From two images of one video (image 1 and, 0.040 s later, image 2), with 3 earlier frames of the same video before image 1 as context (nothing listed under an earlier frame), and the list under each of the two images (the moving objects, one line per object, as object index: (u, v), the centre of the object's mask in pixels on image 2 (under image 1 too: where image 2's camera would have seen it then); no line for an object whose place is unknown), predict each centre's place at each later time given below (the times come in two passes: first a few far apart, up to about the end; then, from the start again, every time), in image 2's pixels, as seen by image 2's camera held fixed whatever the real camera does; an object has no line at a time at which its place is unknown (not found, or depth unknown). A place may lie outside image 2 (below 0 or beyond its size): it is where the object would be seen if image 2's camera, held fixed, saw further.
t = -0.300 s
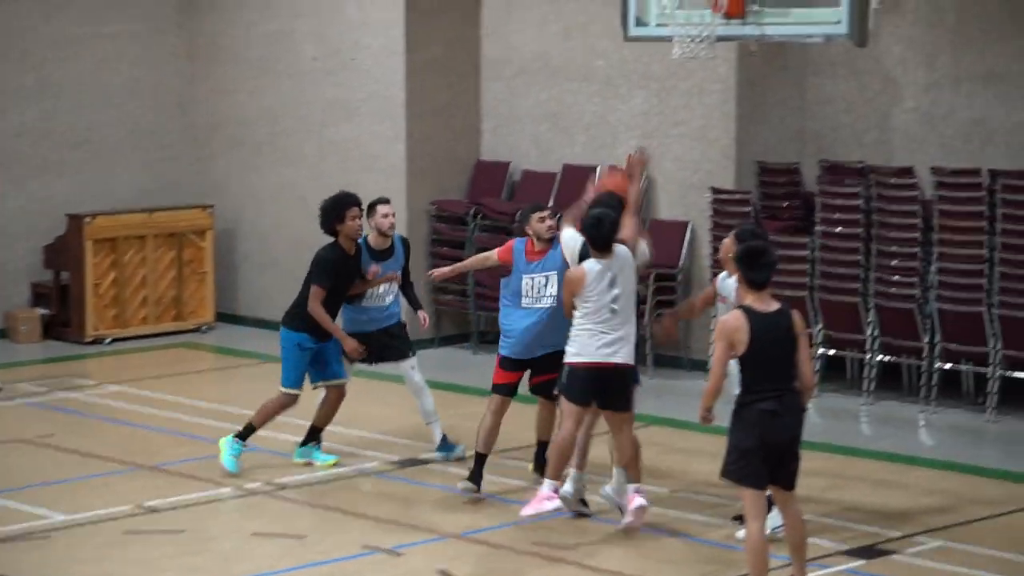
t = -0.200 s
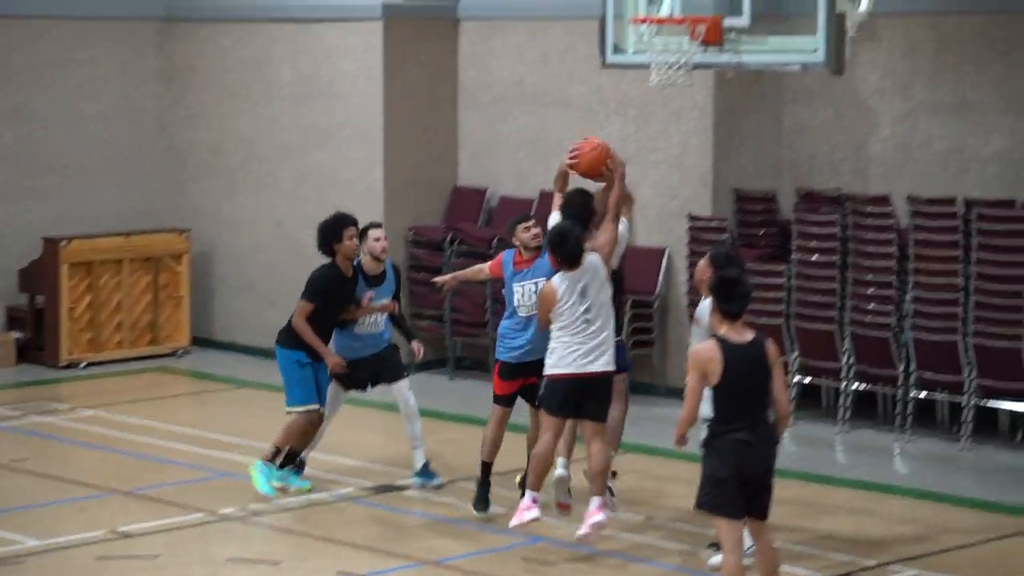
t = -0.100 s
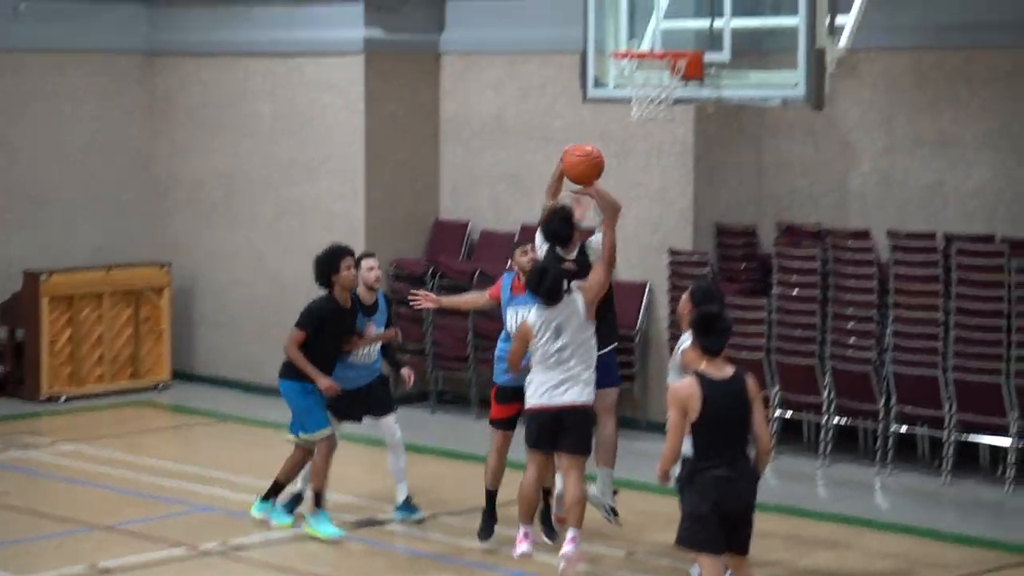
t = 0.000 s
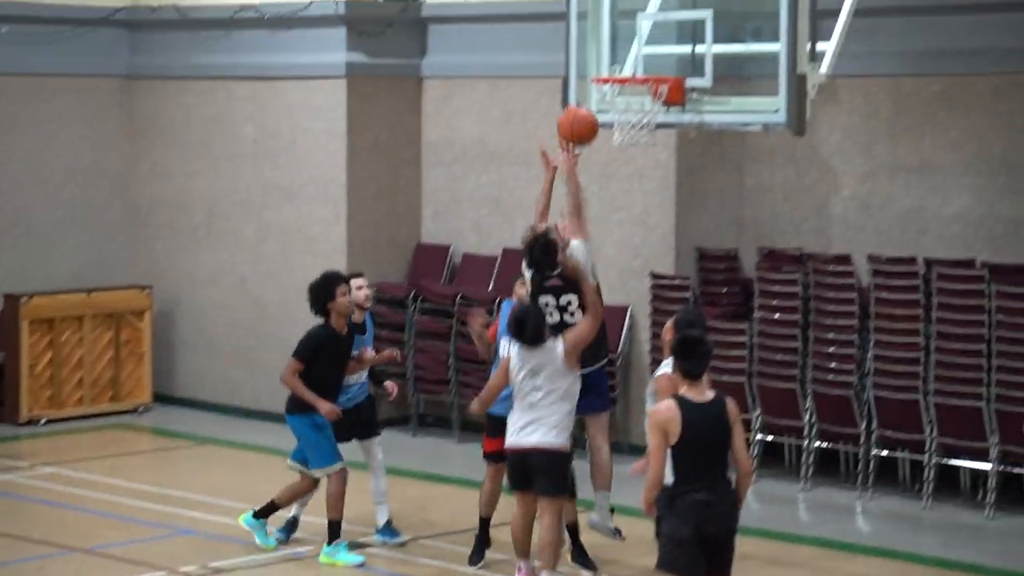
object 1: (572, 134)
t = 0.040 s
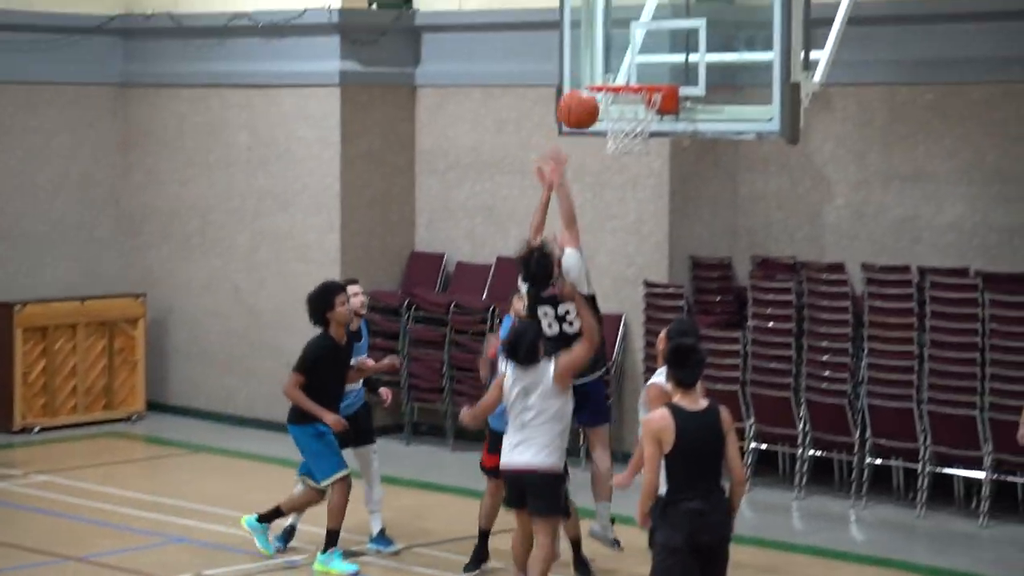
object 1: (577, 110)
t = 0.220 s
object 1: (606, 35)
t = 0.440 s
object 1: (639, 21)
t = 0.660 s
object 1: (665, 56)
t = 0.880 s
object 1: (650, 42)
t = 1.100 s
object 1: (628, 86)
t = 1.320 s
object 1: (603, 128)
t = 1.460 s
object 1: (614, 147)
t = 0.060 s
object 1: (581, 100)
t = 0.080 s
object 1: (585, 89)
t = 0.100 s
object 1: (588, 79)
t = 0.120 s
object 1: (591, 71)
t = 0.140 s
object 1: (593, 62)
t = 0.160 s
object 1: (597, 54)
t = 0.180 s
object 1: (600, 47)
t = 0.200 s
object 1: (604, 41)
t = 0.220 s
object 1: (606, 35)
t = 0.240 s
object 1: (609, 31)
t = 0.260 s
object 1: (612, 26)
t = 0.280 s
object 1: (615, 23)
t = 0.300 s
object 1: (618, 21)
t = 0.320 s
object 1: (621, 19)
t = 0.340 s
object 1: (623, 17)
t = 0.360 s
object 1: (627, 16)
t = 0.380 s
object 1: (630, 16)
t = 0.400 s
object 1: (633, 17)
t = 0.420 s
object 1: (636, 18)
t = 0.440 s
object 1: (639, 21)
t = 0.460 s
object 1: (642, 23)
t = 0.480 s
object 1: (644, 26)
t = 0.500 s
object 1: (647, 31)
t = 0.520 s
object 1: (650, 36)
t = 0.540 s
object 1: (653, 40)
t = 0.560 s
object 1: (655, 47)
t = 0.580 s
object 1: (658, 52)
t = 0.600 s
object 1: (661, 60)
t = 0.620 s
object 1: (663, 66)
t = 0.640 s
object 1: (665, 62)
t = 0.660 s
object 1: (665, 56)
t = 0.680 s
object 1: (663, 52)
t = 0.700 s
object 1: (662, 48)
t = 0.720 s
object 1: (661, 46)
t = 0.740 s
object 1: (660, 43)
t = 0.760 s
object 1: (658, 41)
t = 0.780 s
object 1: (657, 40)
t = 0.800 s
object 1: (656, 39)
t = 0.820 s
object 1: (655, 38)
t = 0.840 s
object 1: (653, 39)
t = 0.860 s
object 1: (652, 40)
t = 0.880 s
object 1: (650, 42)
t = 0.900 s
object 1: (649, 44)
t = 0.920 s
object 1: (648, 48)
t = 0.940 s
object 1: (647, 51)
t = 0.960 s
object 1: (646, 56)
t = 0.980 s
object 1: (644, 62)
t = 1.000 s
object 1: (643, 67)
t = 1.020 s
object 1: (642, 71)
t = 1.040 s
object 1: (640, 74)
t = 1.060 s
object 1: (635, 79)
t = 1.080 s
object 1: (632, 82)
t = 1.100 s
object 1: (628, 86)
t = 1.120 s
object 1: (624, 91)
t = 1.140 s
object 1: (621, 96)
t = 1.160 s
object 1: (617, 102)
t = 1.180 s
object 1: (613, 107)
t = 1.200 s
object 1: (610, 113)
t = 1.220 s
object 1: (608, 119)
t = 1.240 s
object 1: (605, 123)
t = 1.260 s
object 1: (603, 125)
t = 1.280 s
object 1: (603, 126)
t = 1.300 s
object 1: (603, 127)
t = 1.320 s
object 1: (603, 128)
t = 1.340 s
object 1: (605, 129)
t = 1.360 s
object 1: (606, 131)
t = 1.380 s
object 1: (607, 134)
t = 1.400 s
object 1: (609, 135)
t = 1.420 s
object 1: (610, 138)
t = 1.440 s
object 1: (613, 143)
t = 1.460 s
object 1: (614, 147)
